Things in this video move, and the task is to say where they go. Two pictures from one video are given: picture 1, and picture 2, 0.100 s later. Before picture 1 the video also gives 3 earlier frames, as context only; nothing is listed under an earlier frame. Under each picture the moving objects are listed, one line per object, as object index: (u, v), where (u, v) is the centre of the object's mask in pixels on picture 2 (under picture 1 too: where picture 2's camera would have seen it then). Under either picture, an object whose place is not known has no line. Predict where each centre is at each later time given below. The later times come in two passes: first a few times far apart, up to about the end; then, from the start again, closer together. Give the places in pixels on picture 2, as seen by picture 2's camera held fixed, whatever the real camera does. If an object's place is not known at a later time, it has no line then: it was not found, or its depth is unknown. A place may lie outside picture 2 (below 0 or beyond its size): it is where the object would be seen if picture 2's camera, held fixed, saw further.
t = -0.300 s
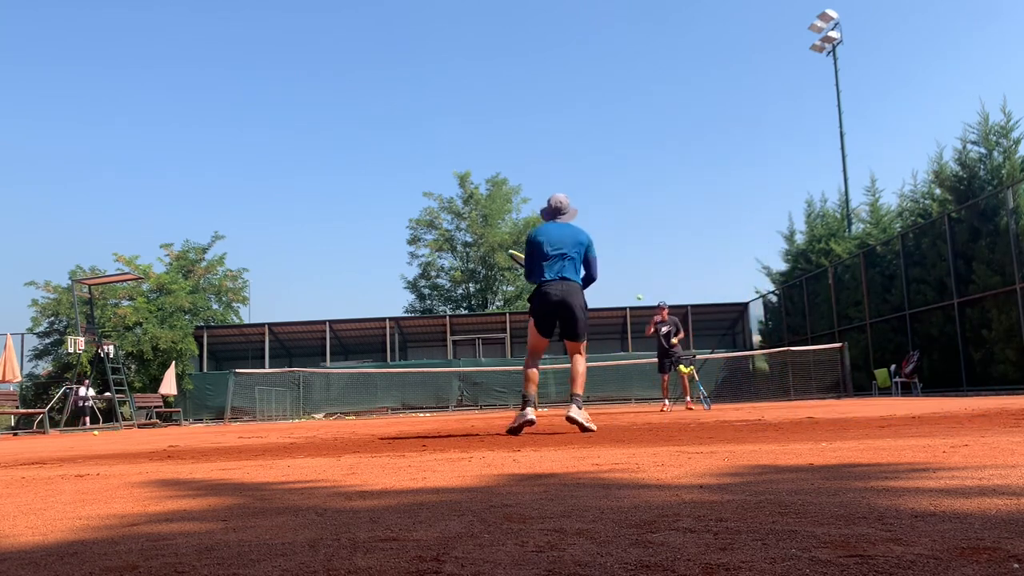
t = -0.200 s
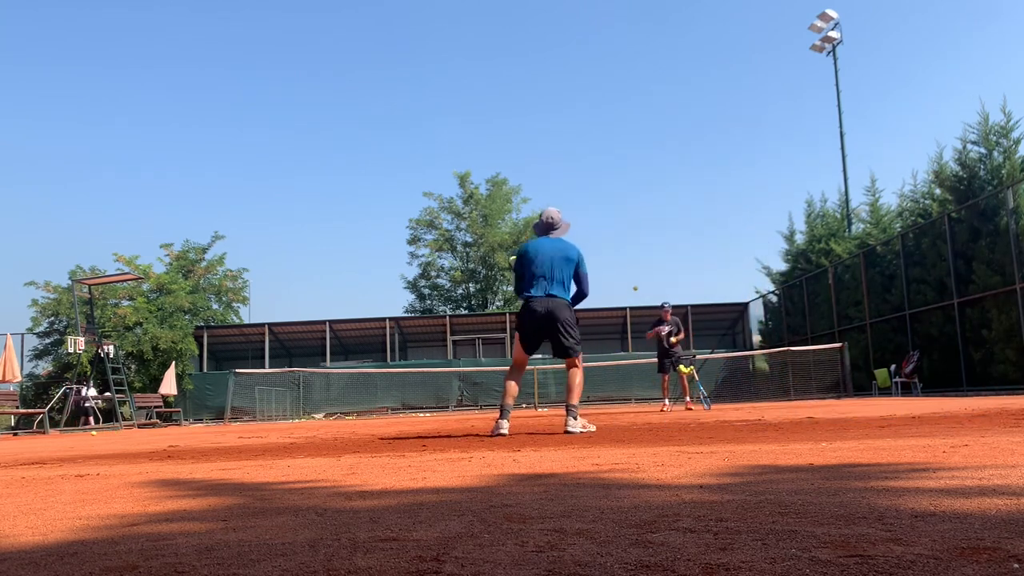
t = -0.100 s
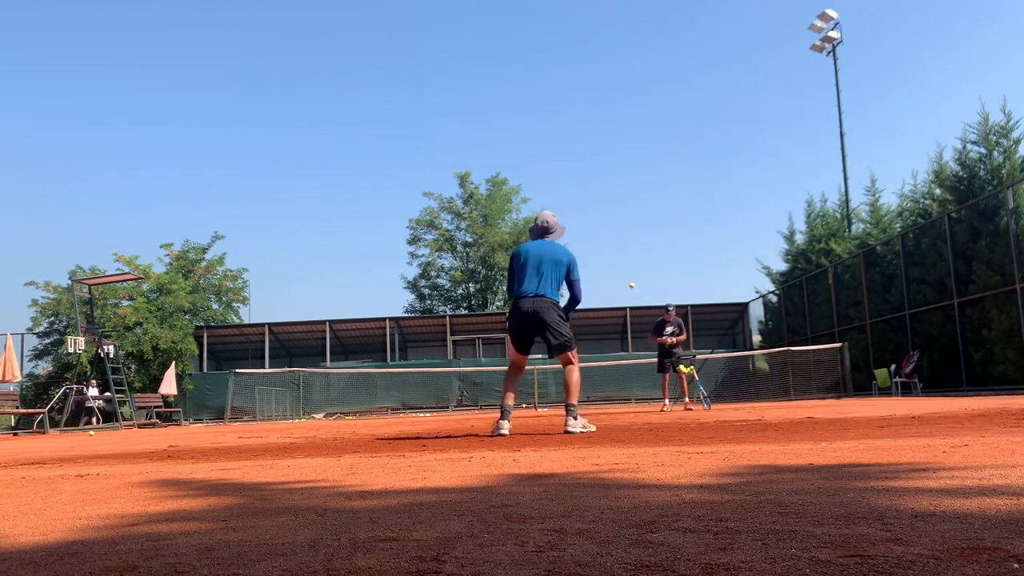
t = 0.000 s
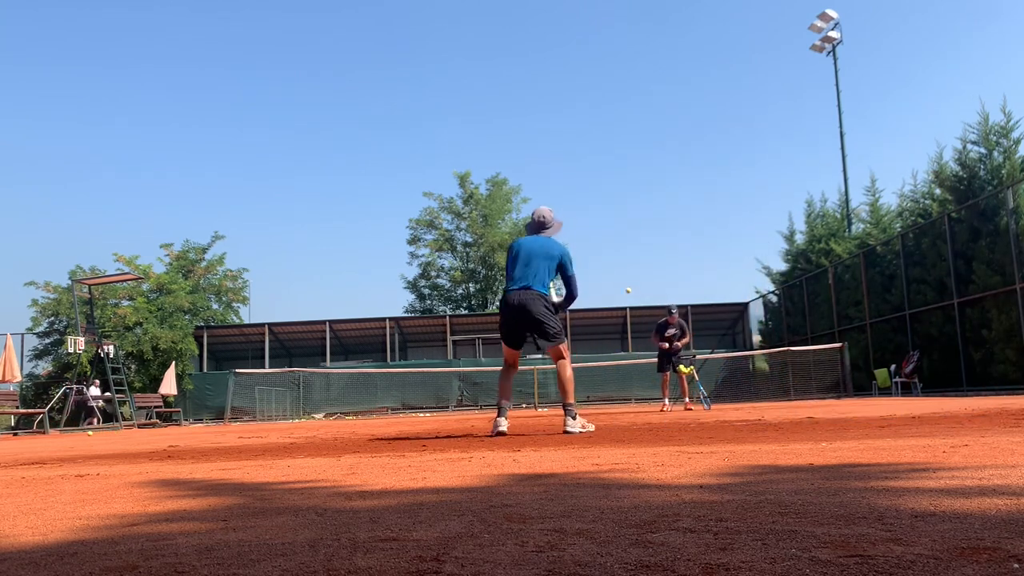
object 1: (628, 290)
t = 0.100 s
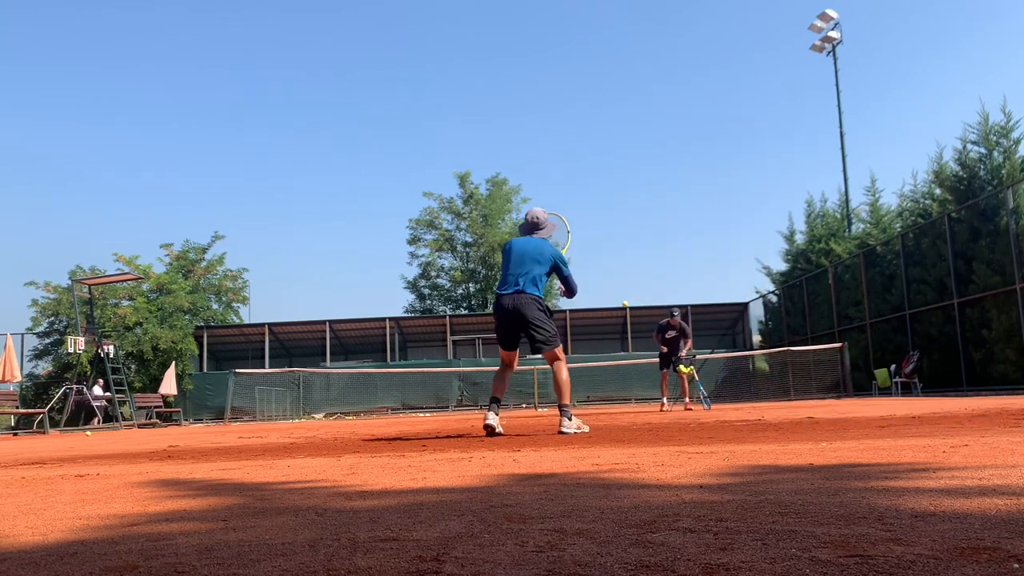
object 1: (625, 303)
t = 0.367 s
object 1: (617, 393)
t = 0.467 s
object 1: (613, 394)
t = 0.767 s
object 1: (598, 309)
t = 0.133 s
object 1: (624, 310)
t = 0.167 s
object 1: (623, 318)
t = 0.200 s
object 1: (621, 328)
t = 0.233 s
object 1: (621, 338)
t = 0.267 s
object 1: (620, 349)
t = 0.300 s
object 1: (619, 362)
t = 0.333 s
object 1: (618, 377)
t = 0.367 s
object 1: (617, 393)
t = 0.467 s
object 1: (613, 394)
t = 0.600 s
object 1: (606, 346)
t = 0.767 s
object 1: (598, 309)
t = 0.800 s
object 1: (596, 304)
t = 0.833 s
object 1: (595, 300)
